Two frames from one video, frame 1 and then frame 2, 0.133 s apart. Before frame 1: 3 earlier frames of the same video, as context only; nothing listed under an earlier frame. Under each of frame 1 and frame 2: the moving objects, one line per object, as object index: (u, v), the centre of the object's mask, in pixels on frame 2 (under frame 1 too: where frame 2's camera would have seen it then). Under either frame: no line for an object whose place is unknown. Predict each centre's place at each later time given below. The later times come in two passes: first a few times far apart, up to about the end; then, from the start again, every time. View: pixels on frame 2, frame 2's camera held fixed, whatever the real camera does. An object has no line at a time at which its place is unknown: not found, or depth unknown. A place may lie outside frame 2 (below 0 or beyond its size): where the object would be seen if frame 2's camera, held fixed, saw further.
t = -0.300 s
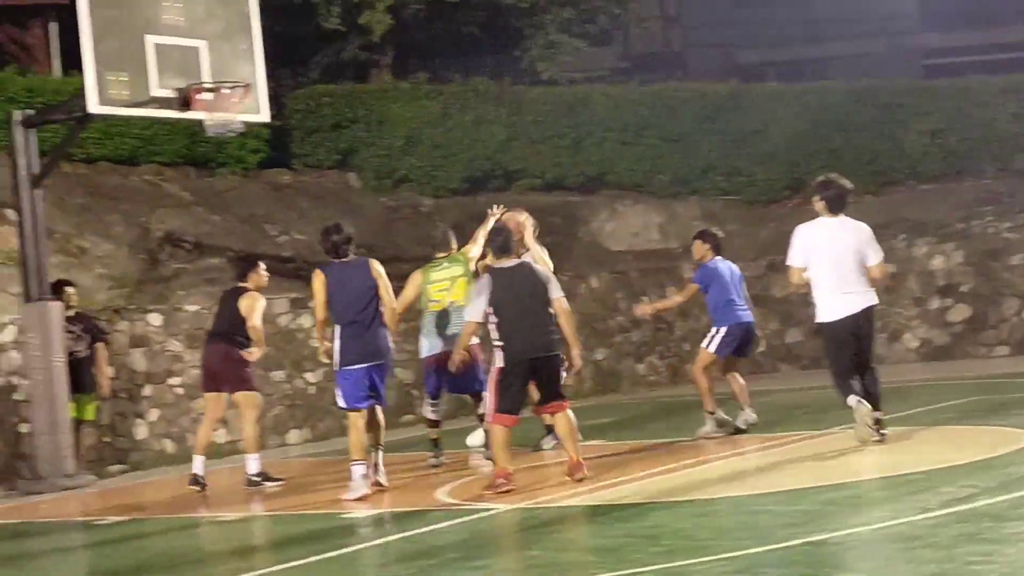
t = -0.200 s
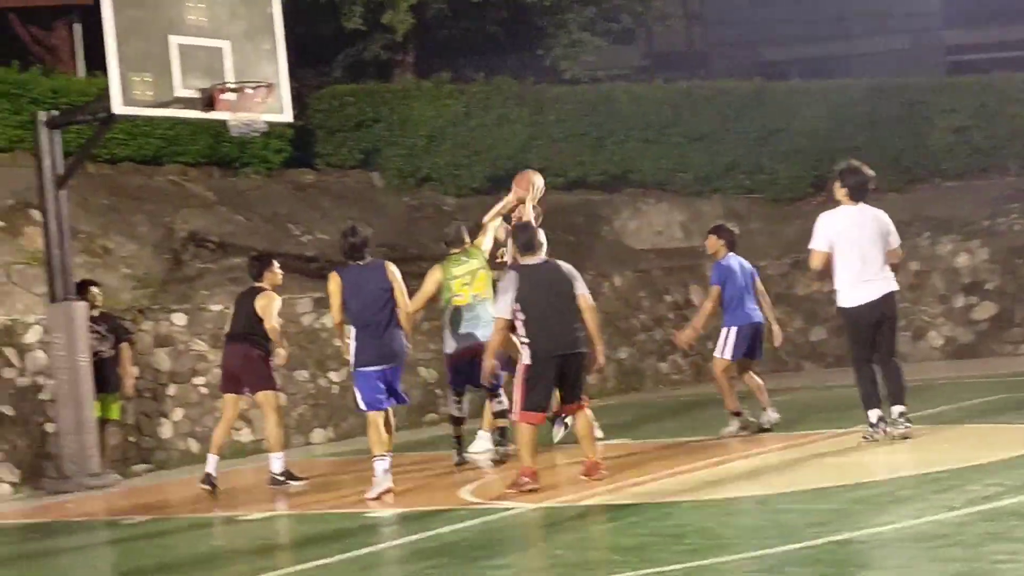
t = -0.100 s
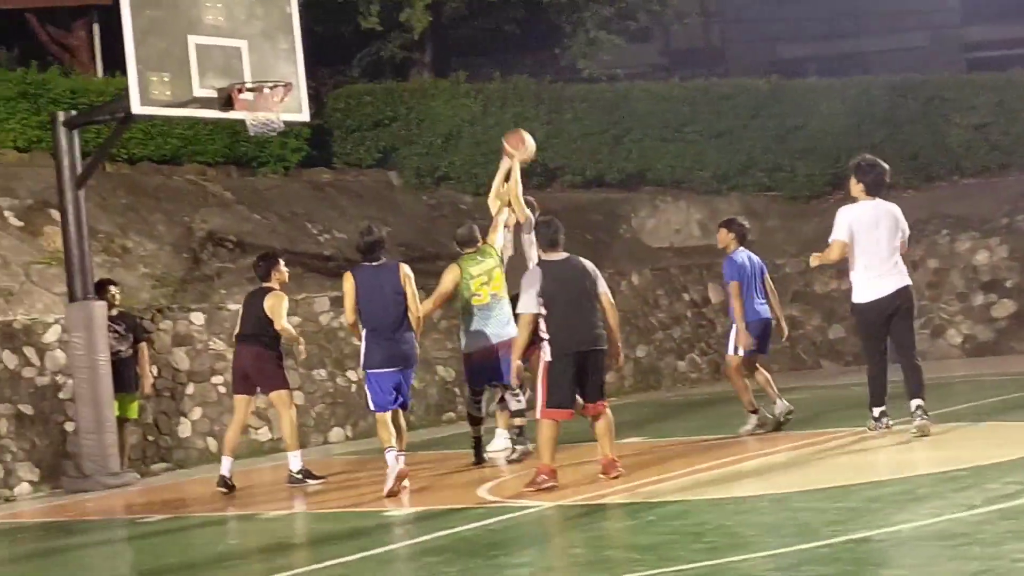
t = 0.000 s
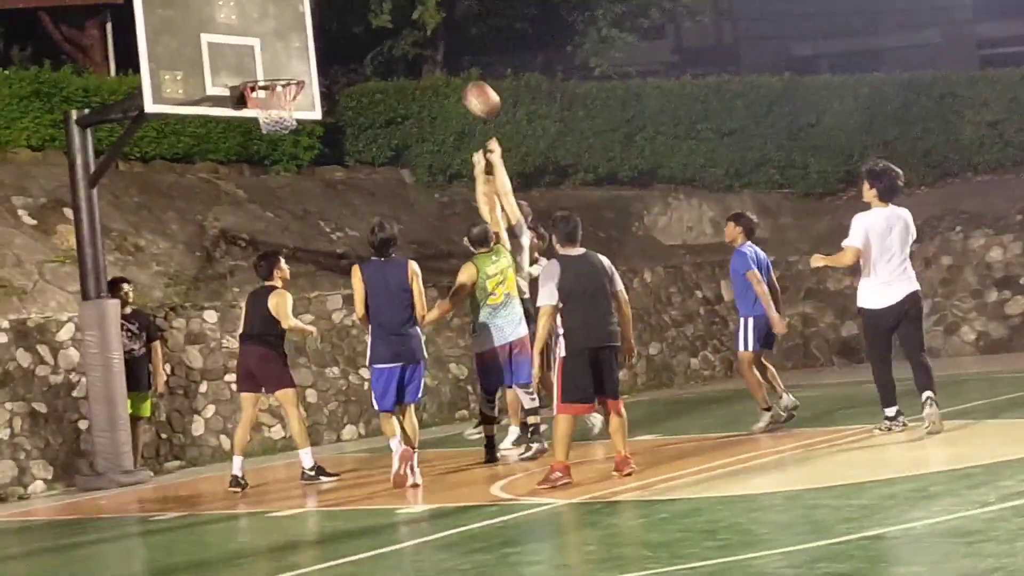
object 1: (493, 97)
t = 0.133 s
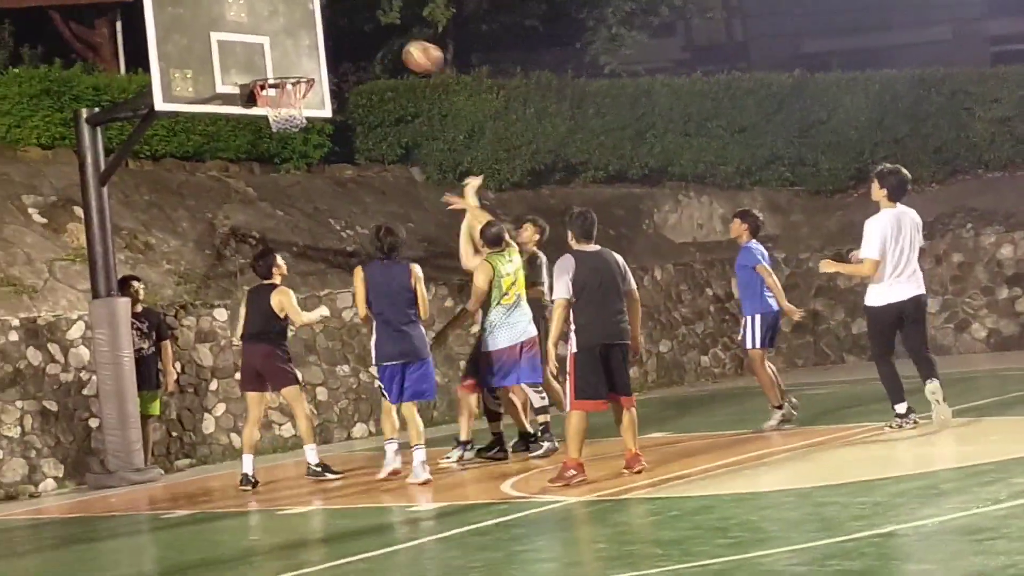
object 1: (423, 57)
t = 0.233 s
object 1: (373, 42)
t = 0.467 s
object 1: (262, 54)
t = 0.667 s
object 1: (228, 89)
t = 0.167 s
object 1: (406, 50)
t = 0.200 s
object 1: (390, 45)
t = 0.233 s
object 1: (373, 42)
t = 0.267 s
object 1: (357, 39)
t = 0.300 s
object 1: (342, 38)
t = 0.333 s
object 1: (326, 39)
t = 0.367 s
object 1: (309, 40)
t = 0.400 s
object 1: (293, 44)
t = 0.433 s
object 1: (279, 48)
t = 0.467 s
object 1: (262, 54)
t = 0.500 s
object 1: (246, 61)
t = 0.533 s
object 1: (232, 70)
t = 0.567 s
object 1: (234, 76)
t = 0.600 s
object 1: (233, 79)
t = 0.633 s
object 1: (231, 84)
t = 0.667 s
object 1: (228, 89)
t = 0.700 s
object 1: (227, 96)
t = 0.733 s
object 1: (225, 105)
